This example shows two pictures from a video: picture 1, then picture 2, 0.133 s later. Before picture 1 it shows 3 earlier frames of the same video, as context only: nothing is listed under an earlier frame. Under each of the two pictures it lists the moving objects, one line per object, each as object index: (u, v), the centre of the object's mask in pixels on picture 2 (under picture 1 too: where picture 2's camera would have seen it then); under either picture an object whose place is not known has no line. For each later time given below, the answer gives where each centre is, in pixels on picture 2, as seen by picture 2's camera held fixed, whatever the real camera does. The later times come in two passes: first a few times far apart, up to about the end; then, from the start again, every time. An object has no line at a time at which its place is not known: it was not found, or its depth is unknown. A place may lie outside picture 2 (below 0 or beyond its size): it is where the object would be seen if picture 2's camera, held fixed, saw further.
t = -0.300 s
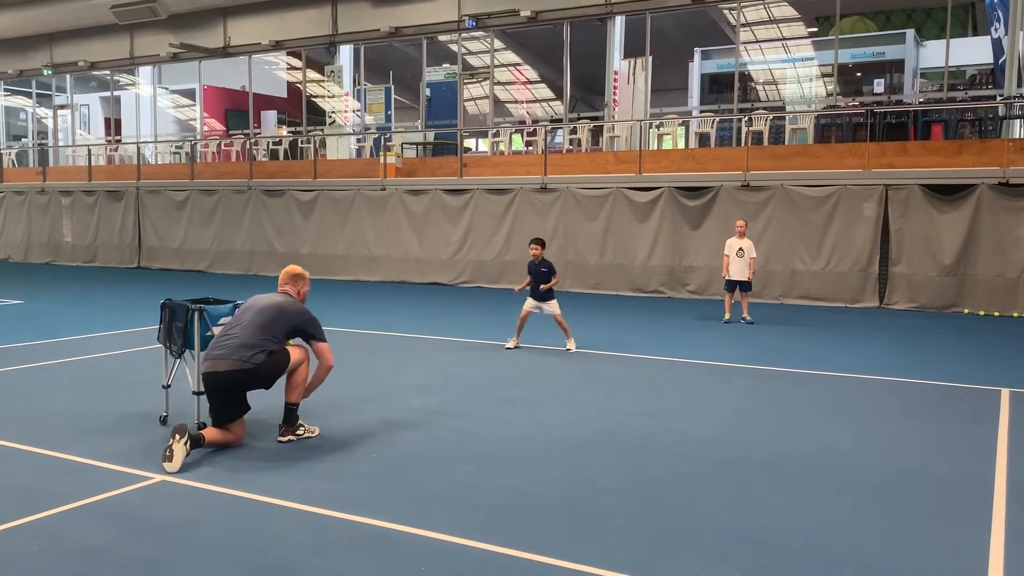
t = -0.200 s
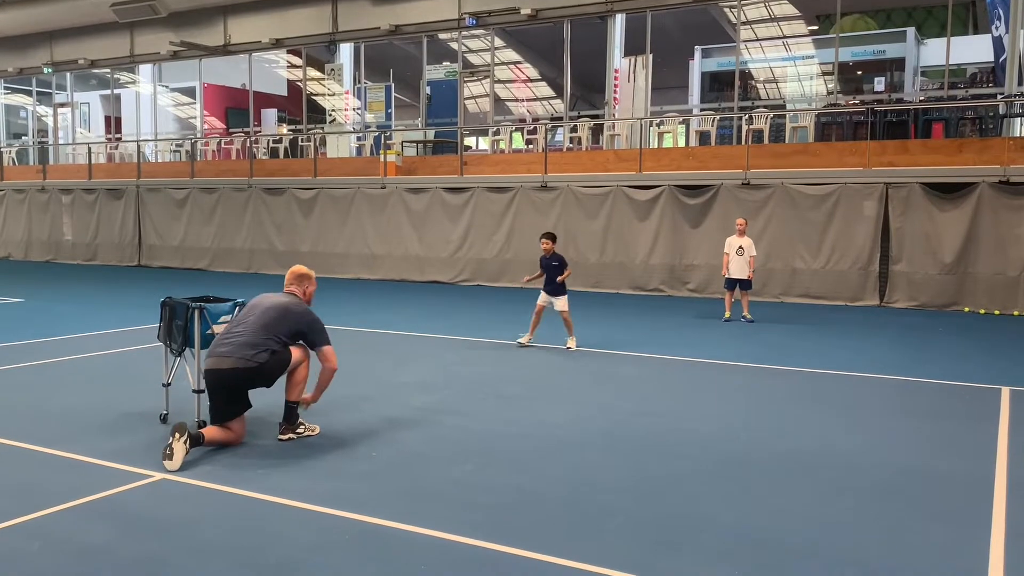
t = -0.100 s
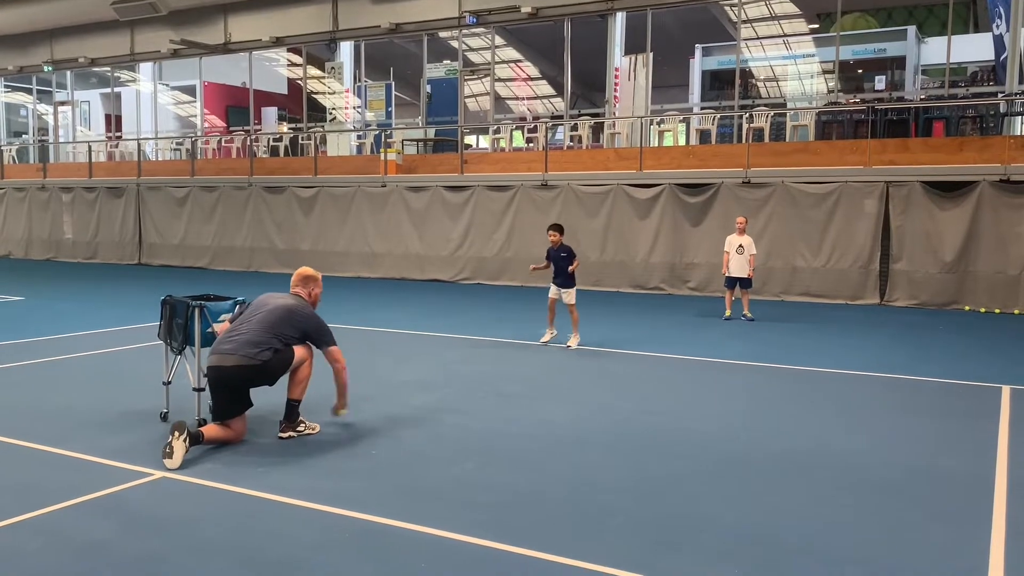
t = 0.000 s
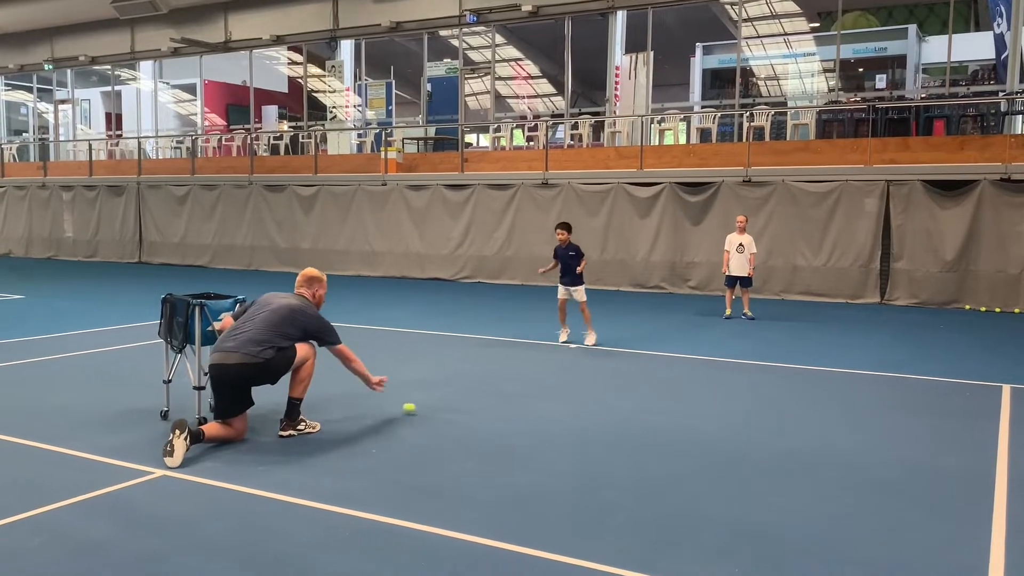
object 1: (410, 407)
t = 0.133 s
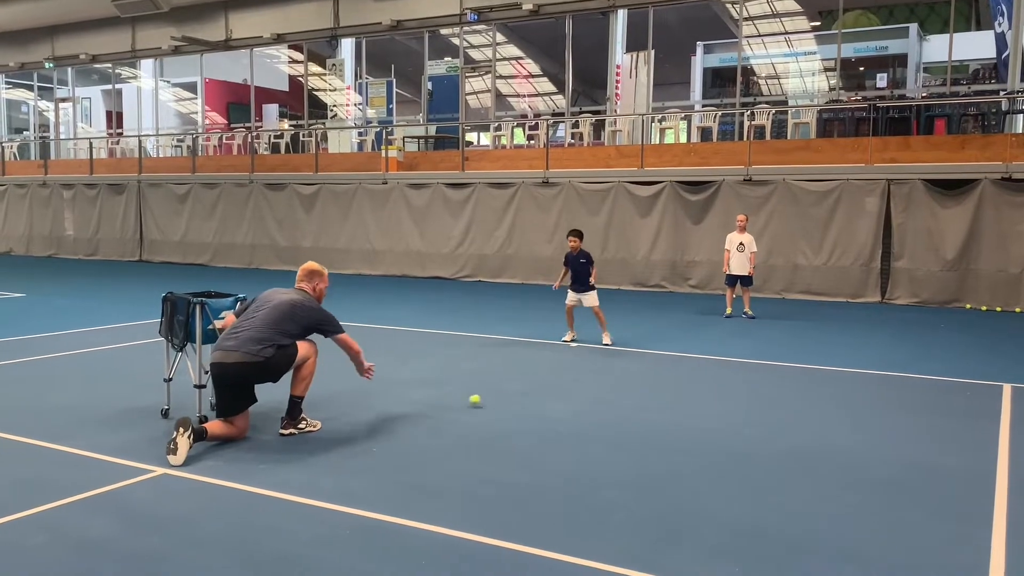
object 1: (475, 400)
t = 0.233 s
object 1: (516, 395)
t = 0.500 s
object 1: (613, 389)
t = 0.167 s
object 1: (489, 401)
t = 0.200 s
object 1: (503, 399)
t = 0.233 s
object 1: (516, 395)
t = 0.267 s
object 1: (529, 394)
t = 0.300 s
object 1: (542, 394)
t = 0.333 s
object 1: (554, 395)
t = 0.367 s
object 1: (566, 394)
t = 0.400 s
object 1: (578, 391)
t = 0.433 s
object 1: (590, 390)
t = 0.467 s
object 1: (602, 390)
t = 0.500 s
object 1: (613, 389)
